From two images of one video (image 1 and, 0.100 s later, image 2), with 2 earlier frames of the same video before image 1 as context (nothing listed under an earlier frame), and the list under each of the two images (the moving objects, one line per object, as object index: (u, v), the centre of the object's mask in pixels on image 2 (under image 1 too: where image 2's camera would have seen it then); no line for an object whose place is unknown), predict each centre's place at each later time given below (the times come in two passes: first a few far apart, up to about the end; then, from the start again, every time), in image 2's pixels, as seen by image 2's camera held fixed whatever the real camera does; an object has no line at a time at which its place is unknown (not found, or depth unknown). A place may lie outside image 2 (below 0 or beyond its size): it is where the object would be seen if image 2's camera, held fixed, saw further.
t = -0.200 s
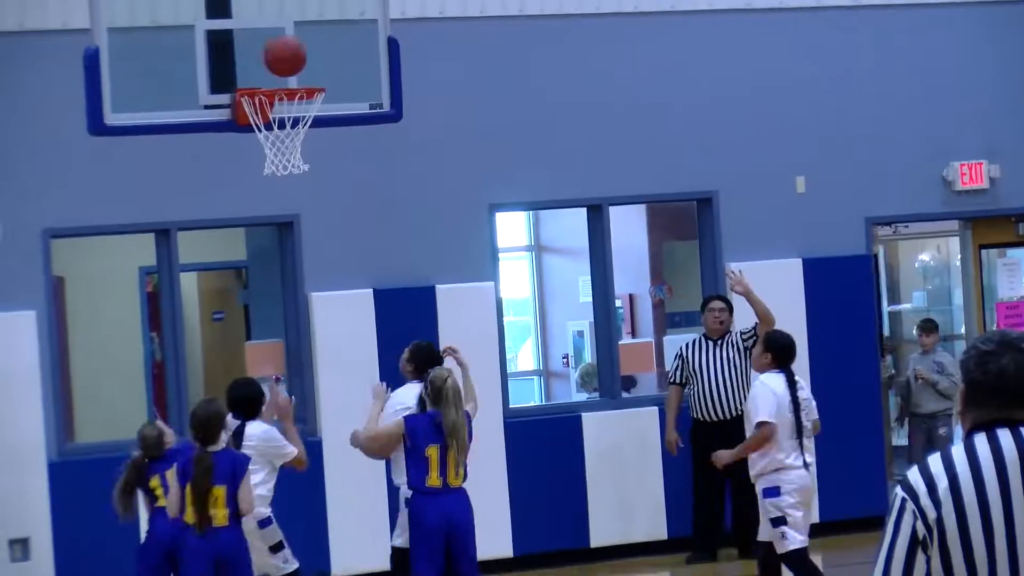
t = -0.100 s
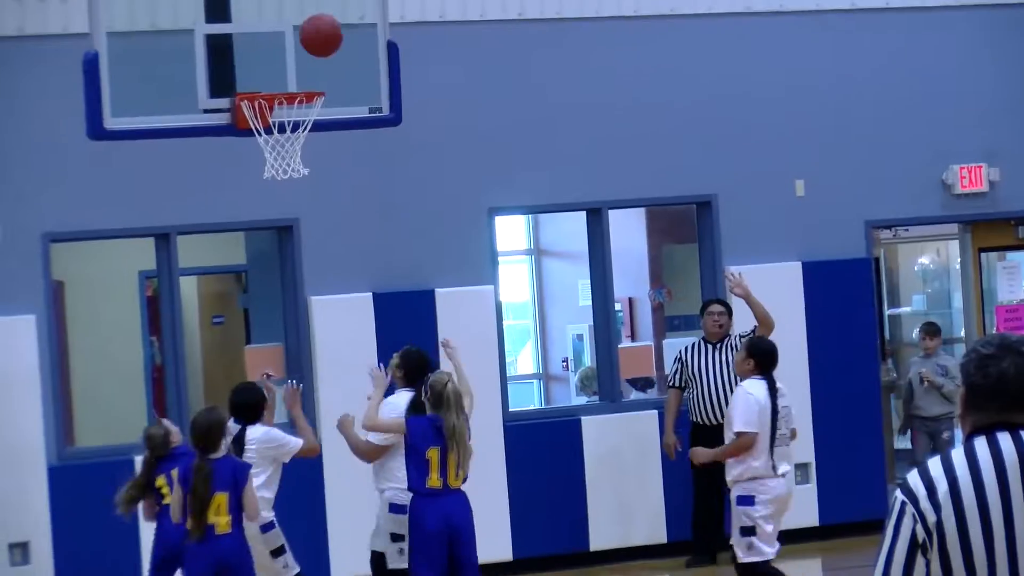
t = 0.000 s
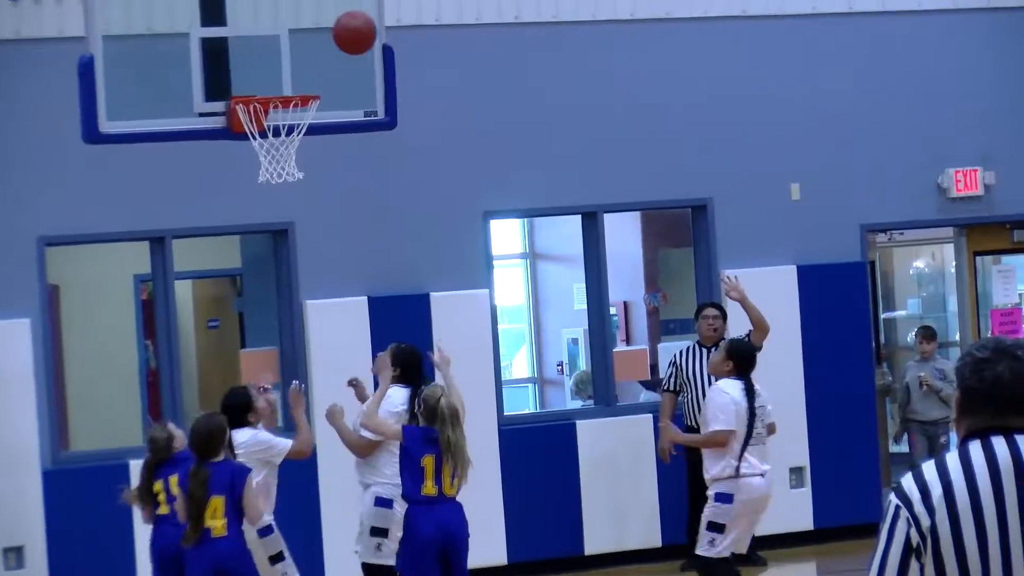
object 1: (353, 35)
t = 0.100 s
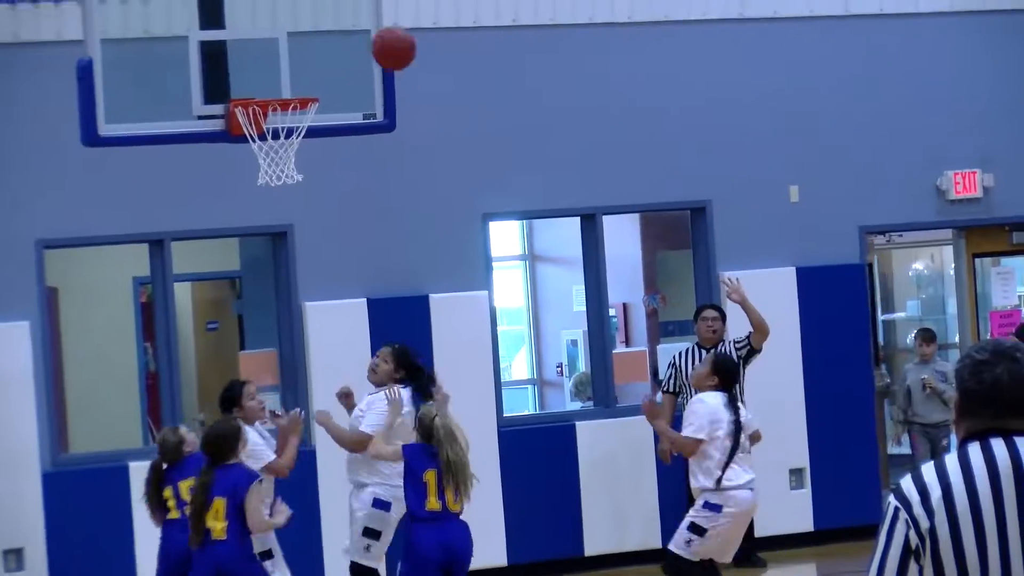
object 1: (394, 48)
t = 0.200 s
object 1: (436, 81)
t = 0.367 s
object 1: (511, 183)
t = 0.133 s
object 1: (408, 57)
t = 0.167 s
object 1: (421, 68)
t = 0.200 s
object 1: (436, 81)
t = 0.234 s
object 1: (451, 96)
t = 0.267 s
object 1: (466, 114)
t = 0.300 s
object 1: (481, 135)
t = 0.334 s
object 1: (496, 157)
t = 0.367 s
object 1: (511, 183)
